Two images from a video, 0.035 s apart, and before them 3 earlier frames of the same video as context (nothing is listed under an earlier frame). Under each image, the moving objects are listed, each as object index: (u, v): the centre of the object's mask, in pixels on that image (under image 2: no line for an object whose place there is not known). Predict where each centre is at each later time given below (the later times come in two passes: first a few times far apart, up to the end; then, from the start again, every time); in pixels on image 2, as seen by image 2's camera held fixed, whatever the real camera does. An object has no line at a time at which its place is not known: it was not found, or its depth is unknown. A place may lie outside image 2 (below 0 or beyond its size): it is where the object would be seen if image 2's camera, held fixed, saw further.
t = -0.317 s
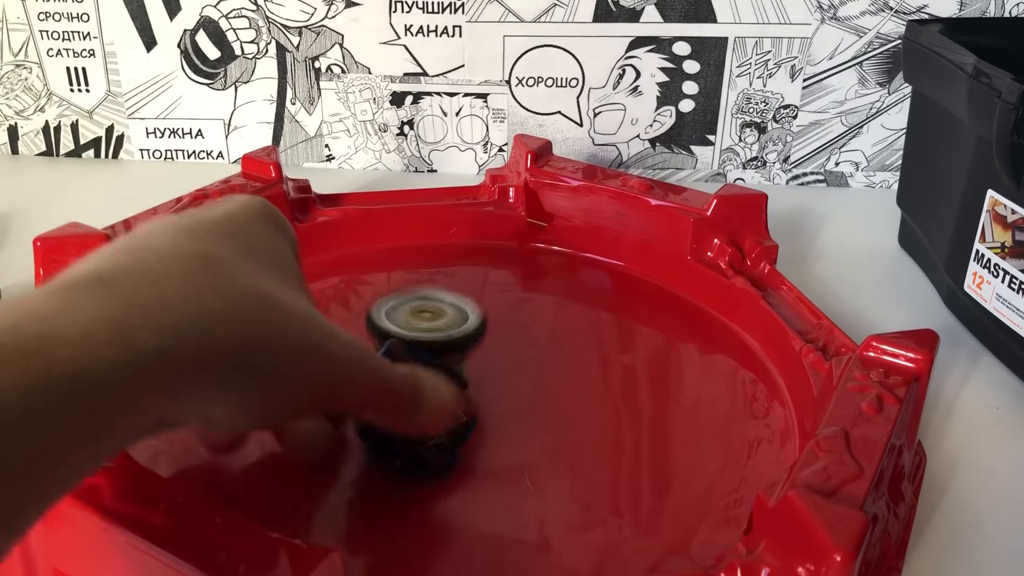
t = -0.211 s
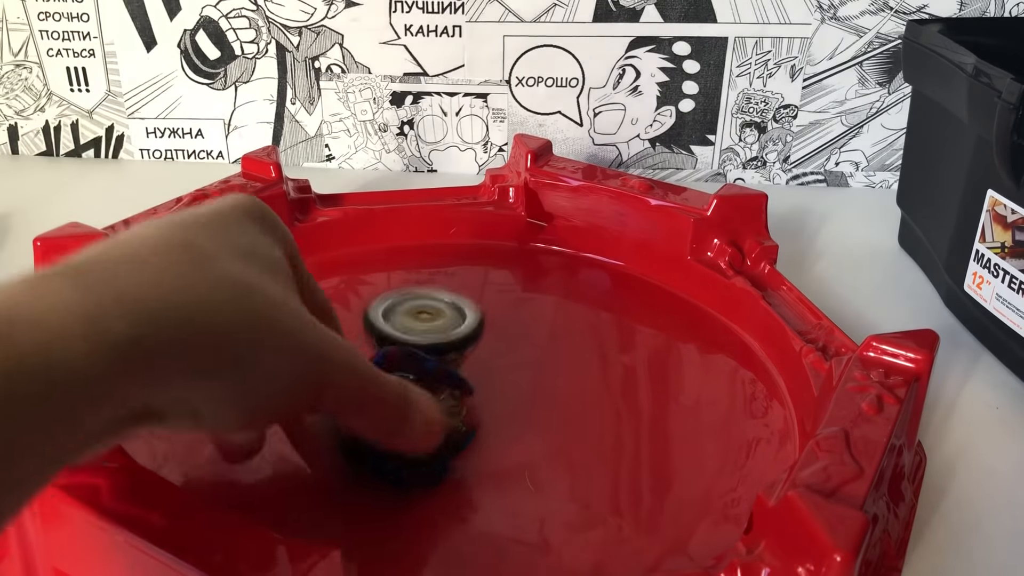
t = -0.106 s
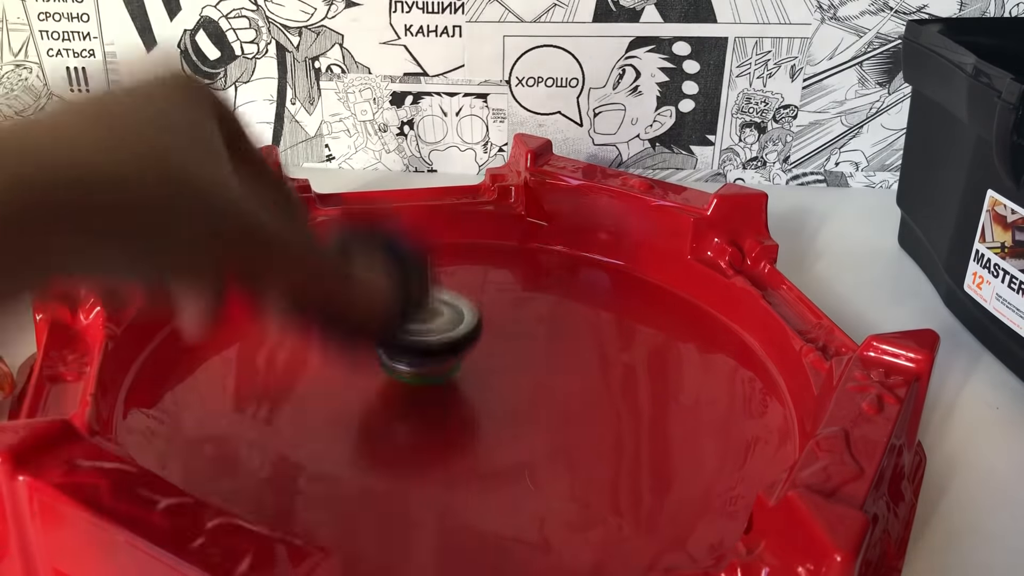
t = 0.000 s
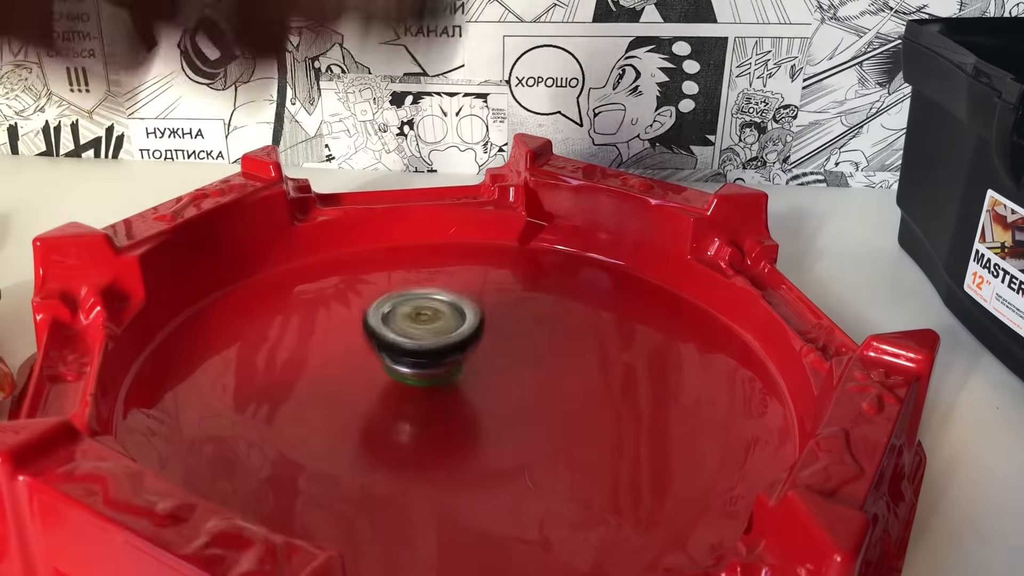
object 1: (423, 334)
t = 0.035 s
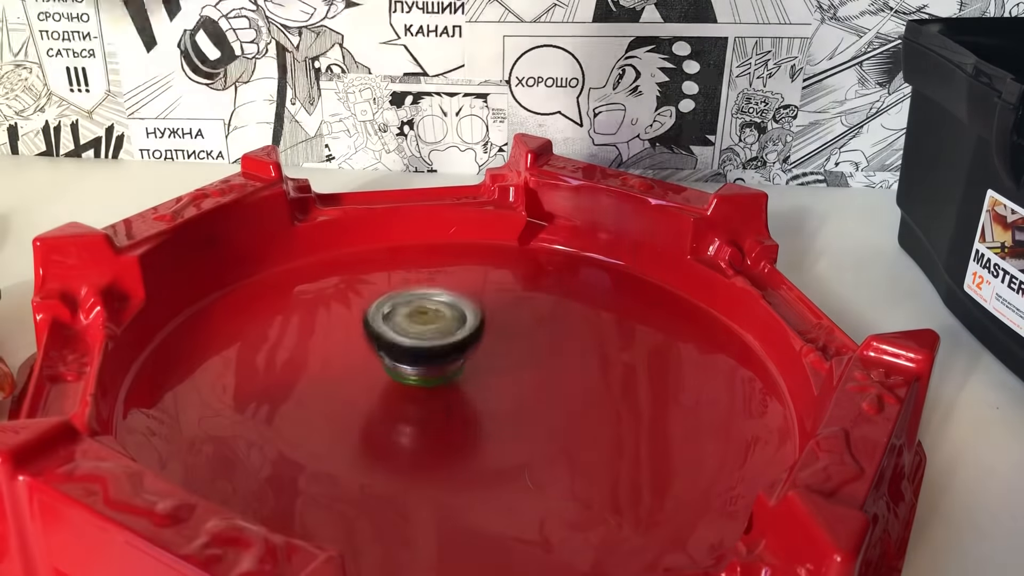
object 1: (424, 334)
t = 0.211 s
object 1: (427, 337)
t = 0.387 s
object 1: (431, 342)
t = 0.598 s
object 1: (428, 351)
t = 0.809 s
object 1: (422, 357)
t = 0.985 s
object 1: (415, 358)
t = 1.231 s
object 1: (412, 358)
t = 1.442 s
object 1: (416, 359)
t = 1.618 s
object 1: (417, 363)
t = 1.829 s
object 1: (420, 370)
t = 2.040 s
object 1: (419, 376)
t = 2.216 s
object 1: (417, 379)
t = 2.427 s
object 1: (419, 383)
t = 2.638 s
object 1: (426, 385)
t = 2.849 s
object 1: (434, 390)
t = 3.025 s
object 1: (440, 396)
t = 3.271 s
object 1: (442, 402)
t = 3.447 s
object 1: (442, 404)
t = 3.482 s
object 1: (442, 404)
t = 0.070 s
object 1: (425, 334)
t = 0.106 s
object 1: (426, 335)
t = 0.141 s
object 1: (426, 336)
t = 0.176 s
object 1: (427, 336)
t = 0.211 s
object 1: (427, 337)
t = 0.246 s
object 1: (428, 338)
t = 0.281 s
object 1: (428, 339)
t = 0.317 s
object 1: (429, 340)
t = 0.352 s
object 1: (430, 340)
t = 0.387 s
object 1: (431, 342)
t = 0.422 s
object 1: (432, 343)
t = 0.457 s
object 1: (432, 346)
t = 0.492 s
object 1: (431, 347)
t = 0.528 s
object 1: (430, 349)
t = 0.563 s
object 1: (430, 350)
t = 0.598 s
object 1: (428, 351)
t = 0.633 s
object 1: (428, 352)
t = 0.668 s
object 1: (426, 353)
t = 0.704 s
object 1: (426, 354)
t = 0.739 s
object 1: (424, 355)
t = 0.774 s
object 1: (424, 356)
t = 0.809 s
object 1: (422, 357)
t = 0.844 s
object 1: (420, 358)
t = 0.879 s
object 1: (419, 357)
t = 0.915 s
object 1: (418, 358)
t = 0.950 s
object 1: (417, 358)
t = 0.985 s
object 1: (415, 358)
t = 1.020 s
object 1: (415, 358)
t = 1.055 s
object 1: (414, 359)
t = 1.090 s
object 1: (413, 358)
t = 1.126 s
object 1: (413, 358)
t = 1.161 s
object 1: (412, 359)
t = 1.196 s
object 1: (412, 358)
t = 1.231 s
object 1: (412, 358)
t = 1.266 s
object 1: (412, 358)
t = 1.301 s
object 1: (413, 358)
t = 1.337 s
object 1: (413, 358)
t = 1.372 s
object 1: (415, 358)
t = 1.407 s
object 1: (415, 358)
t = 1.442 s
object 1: (416, 359)
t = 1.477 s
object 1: (416, 359)
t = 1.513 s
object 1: (417, 361)
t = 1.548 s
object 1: (416, 362)
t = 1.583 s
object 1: (417, 362)
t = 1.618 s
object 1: (417, 363)
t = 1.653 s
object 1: (418, 364)
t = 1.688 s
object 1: (419, 364)
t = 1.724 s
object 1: (420, 366)
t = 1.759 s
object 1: (420, 368)
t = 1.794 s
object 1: (420, 369)
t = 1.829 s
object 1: (420, 370)
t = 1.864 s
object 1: (420, 371)
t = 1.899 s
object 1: (420, 372)
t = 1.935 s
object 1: (420, 374)
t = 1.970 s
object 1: (419, 374)
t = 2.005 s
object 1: (419, 375)
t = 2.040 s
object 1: (419, 376)
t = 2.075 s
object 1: (418, 377)
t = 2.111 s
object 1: (418, 377)
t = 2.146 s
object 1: (418, 378)
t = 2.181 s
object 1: (418, 379)
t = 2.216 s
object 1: (417, 379)
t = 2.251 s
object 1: (418, 379)
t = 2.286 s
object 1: (417, 380)
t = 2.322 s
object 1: (418, 380)
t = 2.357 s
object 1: (418, 381)
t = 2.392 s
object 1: (418, 382)
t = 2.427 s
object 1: (419, 383)
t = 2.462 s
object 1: (419, 383)
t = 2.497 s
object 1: (420, 384)
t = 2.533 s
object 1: (422, 384)
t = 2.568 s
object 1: (423, 384)
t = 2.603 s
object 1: (425, 385)
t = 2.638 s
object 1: (426, 385)
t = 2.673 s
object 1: (428, 386)
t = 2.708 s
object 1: (428, 387)
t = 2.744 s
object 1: (431, 387)
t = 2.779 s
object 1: (432, 388)
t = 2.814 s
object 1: (434, 389)
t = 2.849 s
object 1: (434, 390)
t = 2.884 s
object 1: (436, 391)
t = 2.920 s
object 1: (437, 392)
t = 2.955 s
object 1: (438, 393)
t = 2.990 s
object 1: (440, 395)
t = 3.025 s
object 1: (440, 396)
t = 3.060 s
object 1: (441, 397)
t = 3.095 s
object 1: (441, 398)
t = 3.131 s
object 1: (441, 400)
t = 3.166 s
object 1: (441, 400)
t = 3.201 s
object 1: (441, 401)
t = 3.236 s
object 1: (441, 402)
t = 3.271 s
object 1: (442, 402)
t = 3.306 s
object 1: (441, 402)
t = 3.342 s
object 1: (441, 403)
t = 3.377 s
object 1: (441, 403)
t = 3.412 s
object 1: (441, 404)
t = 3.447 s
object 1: (442, 404)
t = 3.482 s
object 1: (442, 404)
